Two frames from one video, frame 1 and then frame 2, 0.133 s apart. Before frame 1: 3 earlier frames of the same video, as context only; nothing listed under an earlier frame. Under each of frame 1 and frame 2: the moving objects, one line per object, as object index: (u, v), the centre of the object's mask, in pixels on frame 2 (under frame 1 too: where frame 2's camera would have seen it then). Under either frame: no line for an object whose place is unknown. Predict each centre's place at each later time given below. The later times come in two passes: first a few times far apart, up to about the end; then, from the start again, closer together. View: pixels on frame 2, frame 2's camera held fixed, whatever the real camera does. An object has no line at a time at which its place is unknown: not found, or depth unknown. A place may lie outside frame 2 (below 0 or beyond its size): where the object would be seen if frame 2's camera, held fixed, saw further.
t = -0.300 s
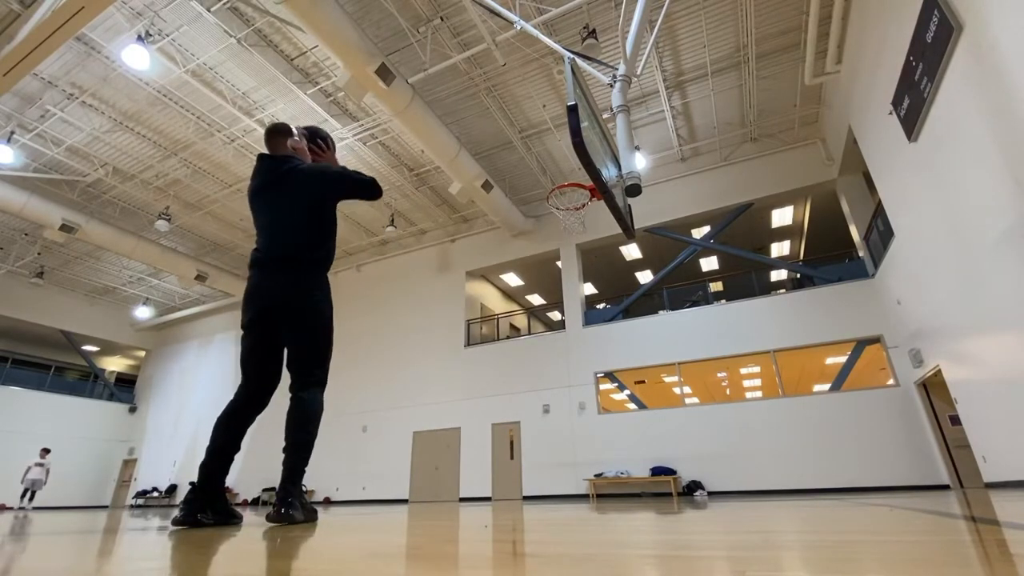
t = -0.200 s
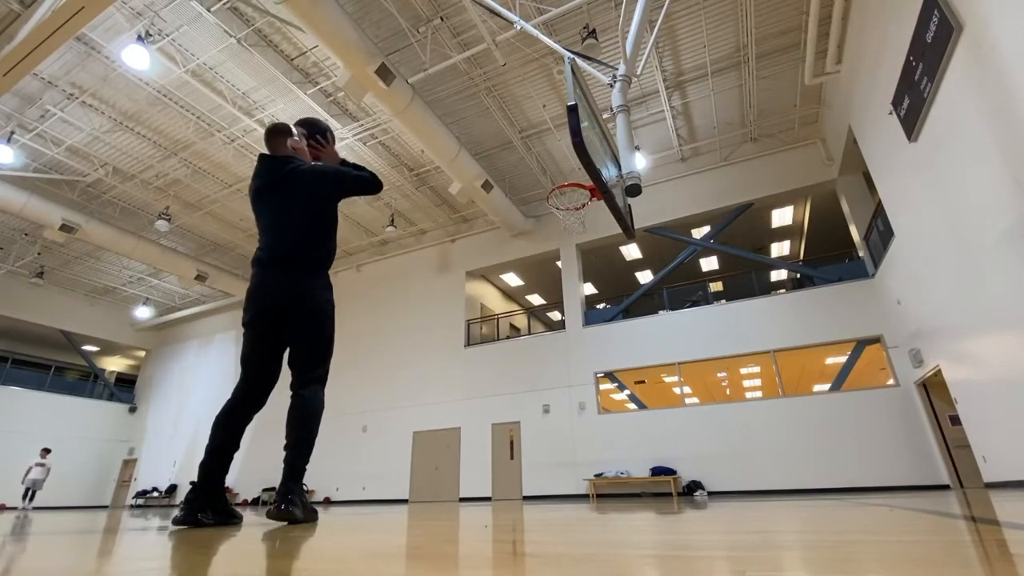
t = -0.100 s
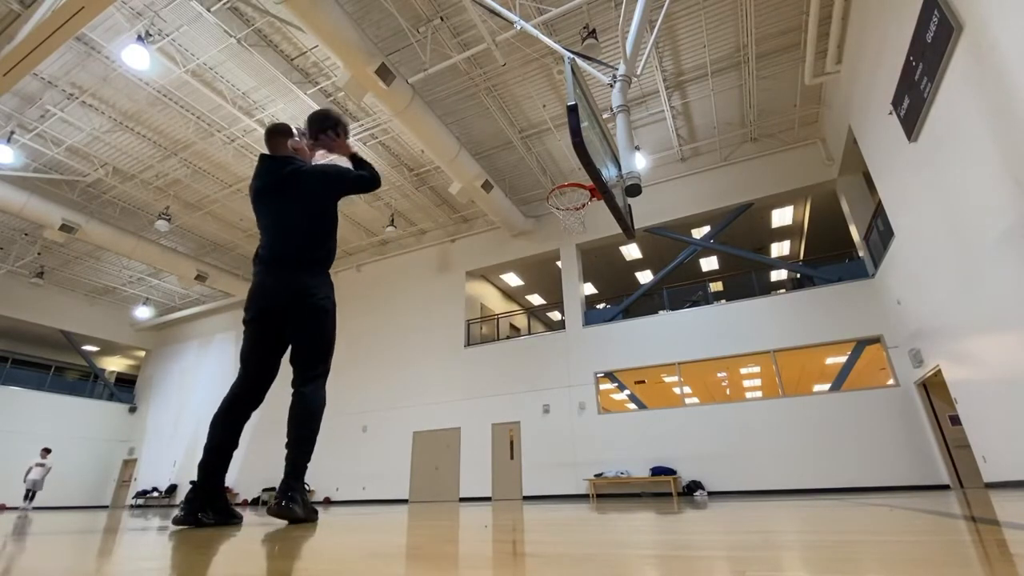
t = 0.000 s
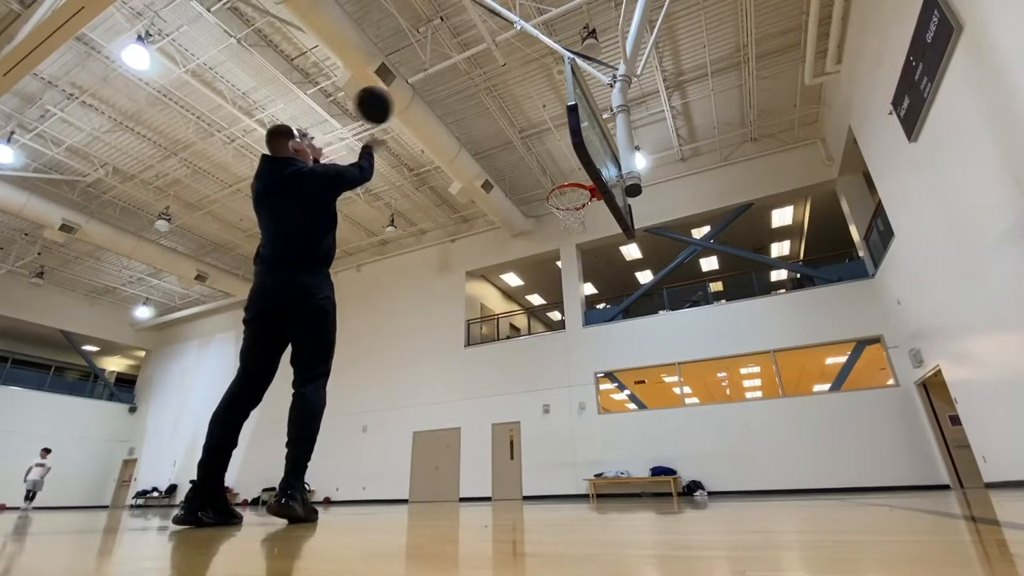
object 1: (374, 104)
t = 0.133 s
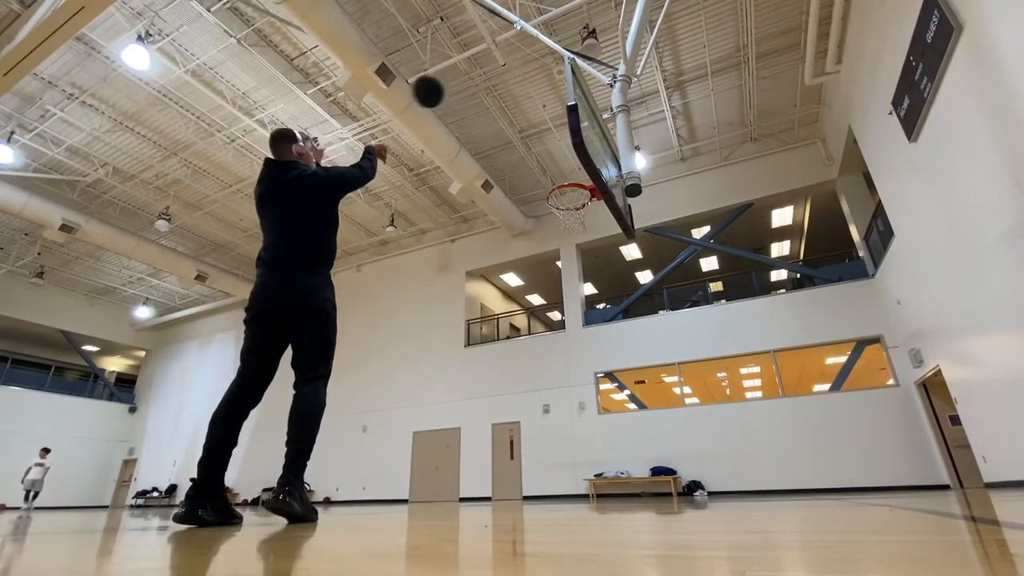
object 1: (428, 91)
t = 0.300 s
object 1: (477, 99)
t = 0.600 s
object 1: (541, 157)
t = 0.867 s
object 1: (578, 221)
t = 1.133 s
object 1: (590, 249)
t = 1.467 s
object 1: (614, 373)
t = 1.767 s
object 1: (625, 414)
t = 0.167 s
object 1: (439, 91)
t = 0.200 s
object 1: (450, 92)
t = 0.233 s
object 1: (459, 93)
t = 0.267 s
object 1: (468, 96)
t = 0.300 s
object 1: (477, 99)
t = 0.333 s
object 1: (485, 103)
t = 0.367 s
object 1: (493, 107)
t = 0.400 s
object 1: (501, 113)
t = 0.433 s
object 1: (508, 118)
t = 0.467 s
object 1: (515, 125)
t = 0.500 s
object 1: (522, 132)
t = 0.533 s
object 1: (528, 140)
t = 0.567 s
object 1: (534, 148)
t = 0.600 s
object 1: (541, 157)
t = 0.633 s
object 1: (547, 166)
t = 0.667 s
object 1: (553, 176)
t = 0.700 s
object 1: (558, 187)
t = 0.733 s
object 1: (565, 200)
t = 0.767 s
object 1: (570, 210)
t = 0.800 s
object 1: (575, 219)
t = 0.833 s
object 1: (578, 220)
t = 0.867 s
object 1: (578, 221)
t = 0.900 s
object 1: (580, 221)
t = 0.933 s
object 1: (581, 222)
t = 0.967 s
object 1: (582, 225)
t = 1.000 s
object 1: (583, 228)
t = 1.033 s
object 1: (585, 231)
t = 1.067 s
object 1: (586, 236)
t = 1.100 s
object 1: (587, 242)
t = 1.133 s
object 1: (590, 249)
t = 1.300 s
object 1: (600, 297)
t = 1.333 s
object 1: (602, 309)
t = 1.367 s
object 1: (605, 323)
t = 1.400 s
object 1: (607, 339)
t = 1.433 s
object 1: (610, 355)
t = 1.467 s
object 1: (614, 373)
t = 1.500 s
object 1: (617, 396)
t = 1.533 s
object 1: (621, 418)
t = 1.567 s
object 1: (625, 442)
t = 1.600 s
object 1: (629, 466)
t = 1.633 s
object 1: (633, 486)
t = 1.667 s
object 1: (630, 464)
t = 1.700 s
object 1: (629, 447)
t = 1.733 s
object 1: (627, 430)
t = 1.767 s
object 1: (625, 414)
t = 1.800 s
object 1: (623, 399)
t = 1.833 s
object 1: (622, 385)
